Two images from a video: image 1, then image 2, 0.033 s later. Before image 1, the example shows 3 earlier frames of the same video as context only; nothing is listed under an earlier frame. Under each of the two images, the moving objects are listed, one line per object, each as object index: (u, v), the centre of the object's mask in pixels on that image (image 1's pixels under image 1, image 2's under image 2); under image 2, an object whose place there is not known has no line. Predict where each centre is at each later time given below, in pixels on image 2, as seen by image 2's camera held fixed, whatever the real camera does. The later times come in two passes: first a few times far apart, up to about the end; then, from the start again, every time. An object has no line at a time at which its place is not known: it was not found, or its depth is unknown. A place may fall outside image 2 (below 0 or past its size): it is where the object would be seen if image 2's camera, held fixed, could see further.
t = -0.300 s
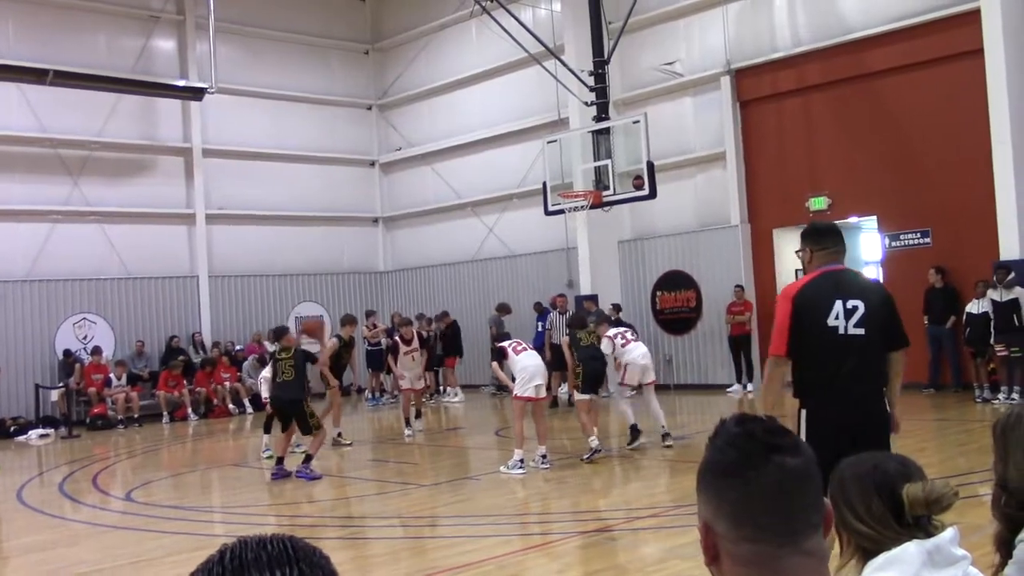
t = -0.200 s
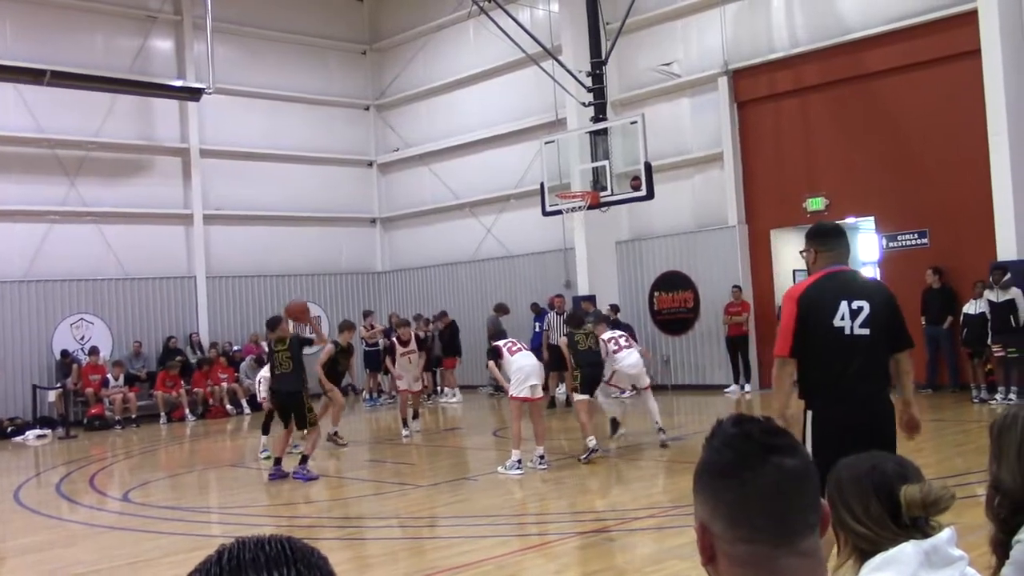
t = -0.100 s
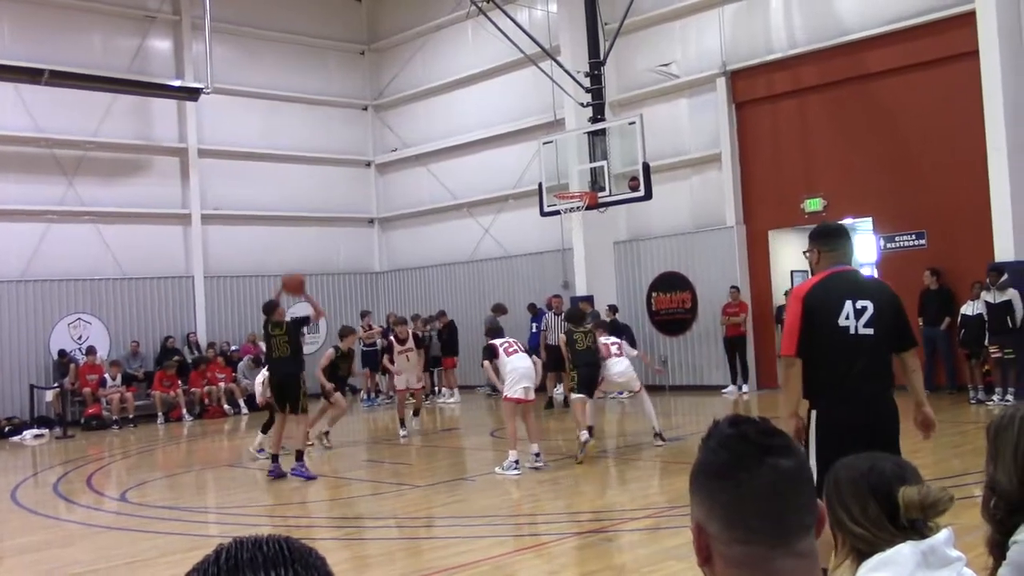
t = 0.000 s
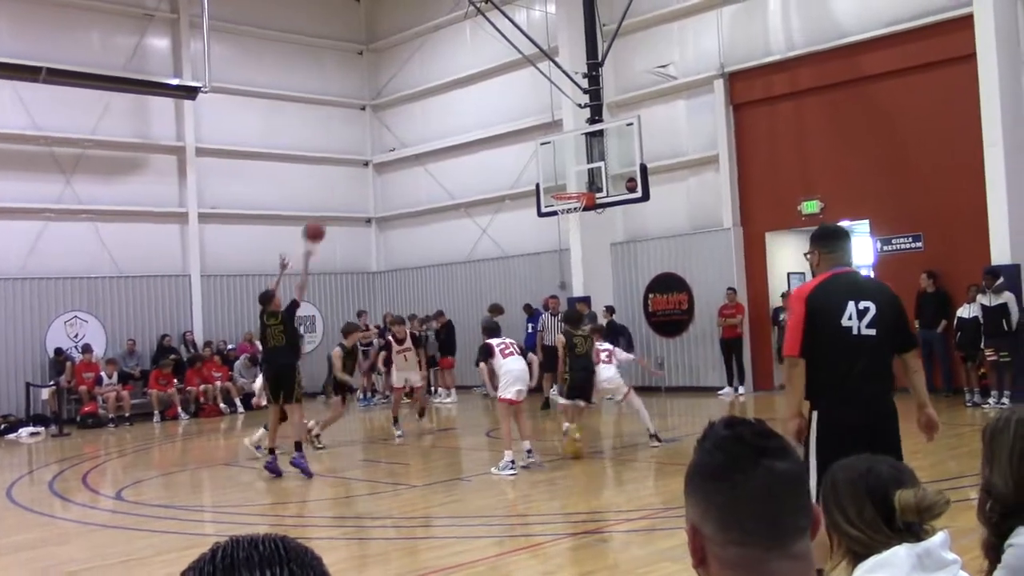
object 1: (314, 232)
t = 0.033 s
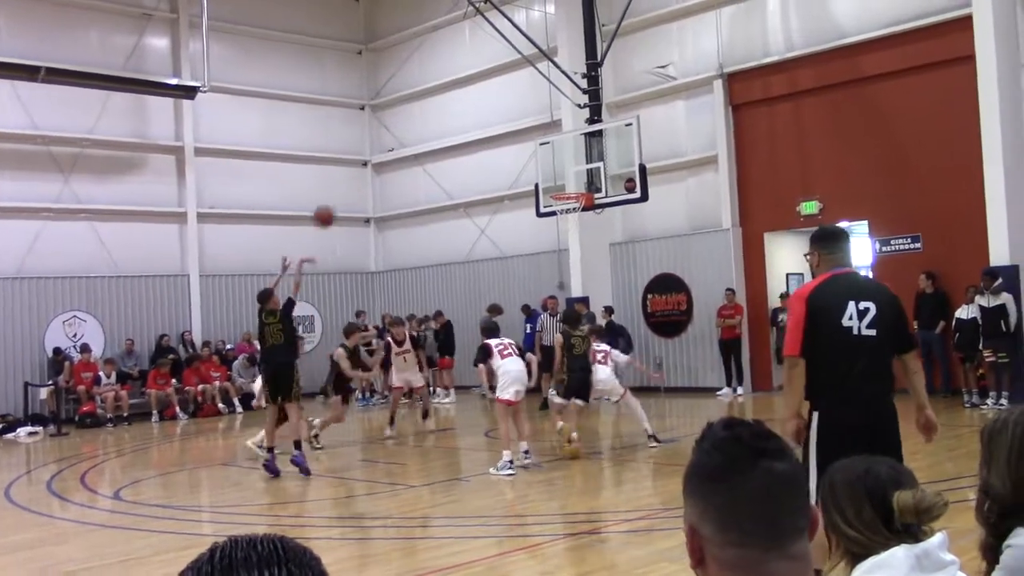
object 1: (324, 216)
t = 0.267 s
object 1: (397, 143)
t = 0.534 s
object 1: (472, 124)
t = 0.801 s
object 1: (539, 160)
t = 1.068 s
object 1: (585, 215)
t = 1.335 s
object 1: (590, 279)
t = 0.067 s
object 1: (334, 202)
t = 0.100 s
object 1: (345, 190)
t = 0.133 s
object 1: (356, 178)
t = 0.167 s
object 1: (366, 168)
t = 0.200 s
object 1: (377, 159)
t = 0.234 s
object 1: (387, 150)
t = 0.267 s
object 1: (397, 143)
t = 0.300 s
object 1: (407, 137)
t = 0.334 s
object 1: (417, 132)
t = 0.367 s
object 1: (426, 129)
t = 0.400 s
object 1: (436, 126)
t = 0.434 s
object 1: (445, 124)
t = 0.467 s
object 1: (454, 123)
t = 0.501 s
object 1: (463, 123)
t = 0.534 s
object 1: (472, 124)
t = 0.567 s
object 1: (481, 126)
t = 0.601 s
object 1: (490, 128)
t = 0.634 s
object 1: (498, 131)
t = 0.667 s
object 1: (507, 136)
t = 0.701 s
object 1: (515, 142)
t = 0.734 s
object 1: (523, 146)
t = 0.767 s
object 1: (531, 153)
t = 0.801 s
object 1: (539, 160)
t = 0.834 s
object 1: (548, 168)
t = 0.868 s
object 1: (555, 177)
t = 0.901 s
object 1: (564, 185)
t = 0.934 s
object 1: (572, 196)
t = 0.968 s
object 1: (580, 205)
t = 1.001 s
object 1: (584, 211)
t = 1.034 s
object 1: (584, 212)
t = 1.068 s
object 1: (585, 215)
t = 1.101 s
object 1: (586, 222)
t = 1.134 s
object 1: (586, 228)
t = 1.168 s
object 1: (587, 235)
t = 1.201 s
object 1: (588, 242)
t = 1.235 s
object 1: (588, 250)
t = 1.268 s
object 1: (589, 259)
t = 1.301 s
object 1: (590, 269)
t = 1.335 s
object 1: (590, 279)
